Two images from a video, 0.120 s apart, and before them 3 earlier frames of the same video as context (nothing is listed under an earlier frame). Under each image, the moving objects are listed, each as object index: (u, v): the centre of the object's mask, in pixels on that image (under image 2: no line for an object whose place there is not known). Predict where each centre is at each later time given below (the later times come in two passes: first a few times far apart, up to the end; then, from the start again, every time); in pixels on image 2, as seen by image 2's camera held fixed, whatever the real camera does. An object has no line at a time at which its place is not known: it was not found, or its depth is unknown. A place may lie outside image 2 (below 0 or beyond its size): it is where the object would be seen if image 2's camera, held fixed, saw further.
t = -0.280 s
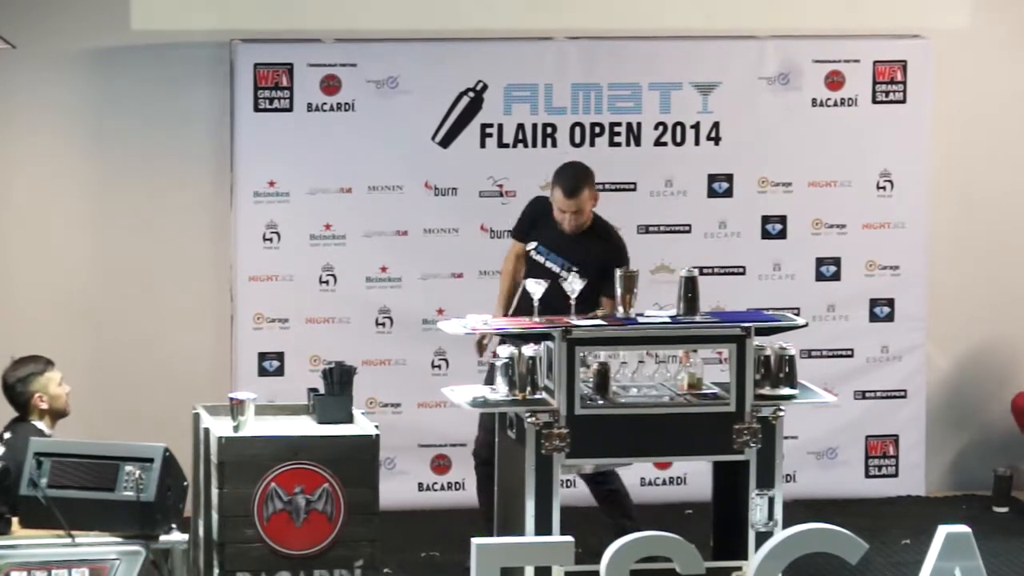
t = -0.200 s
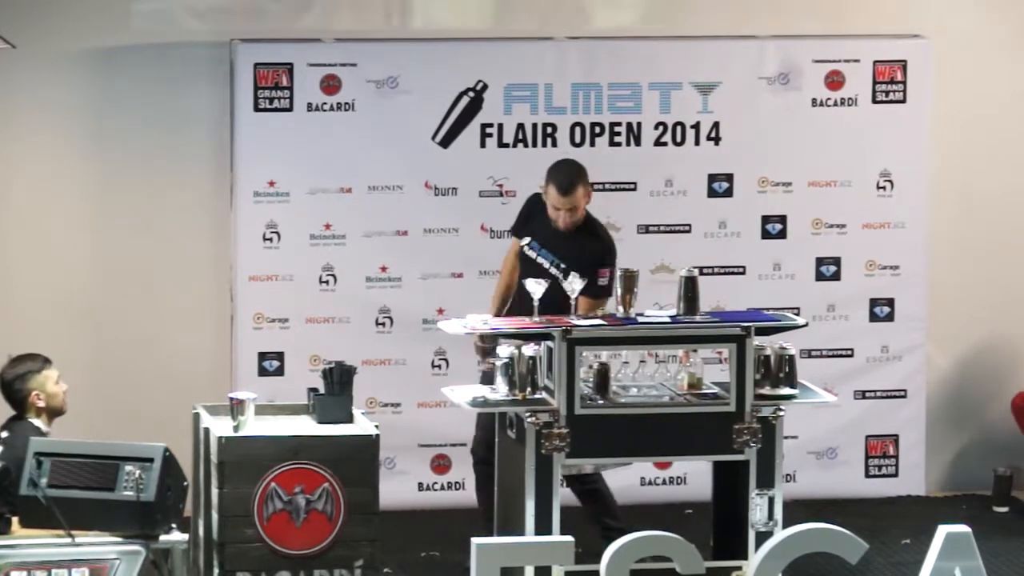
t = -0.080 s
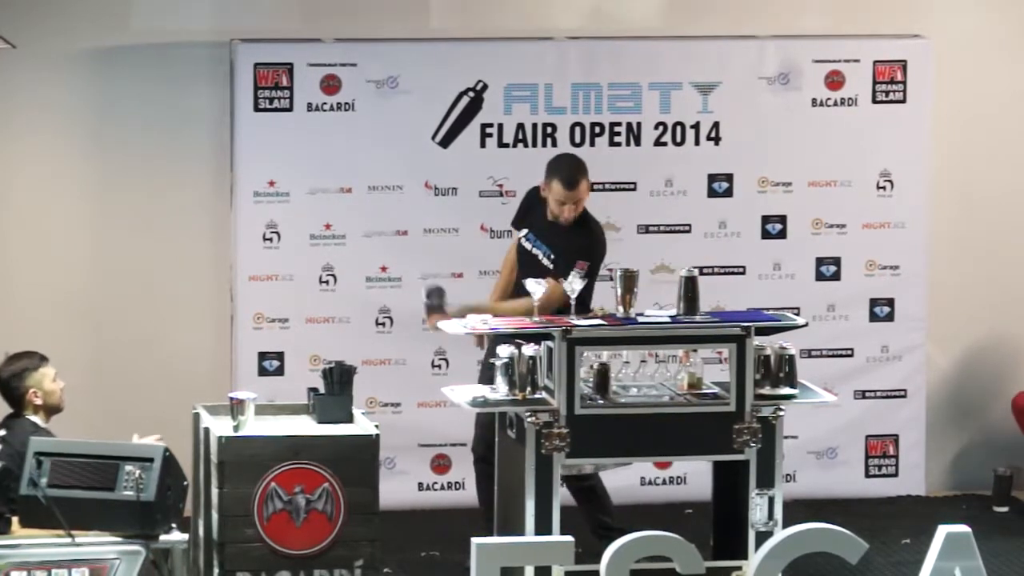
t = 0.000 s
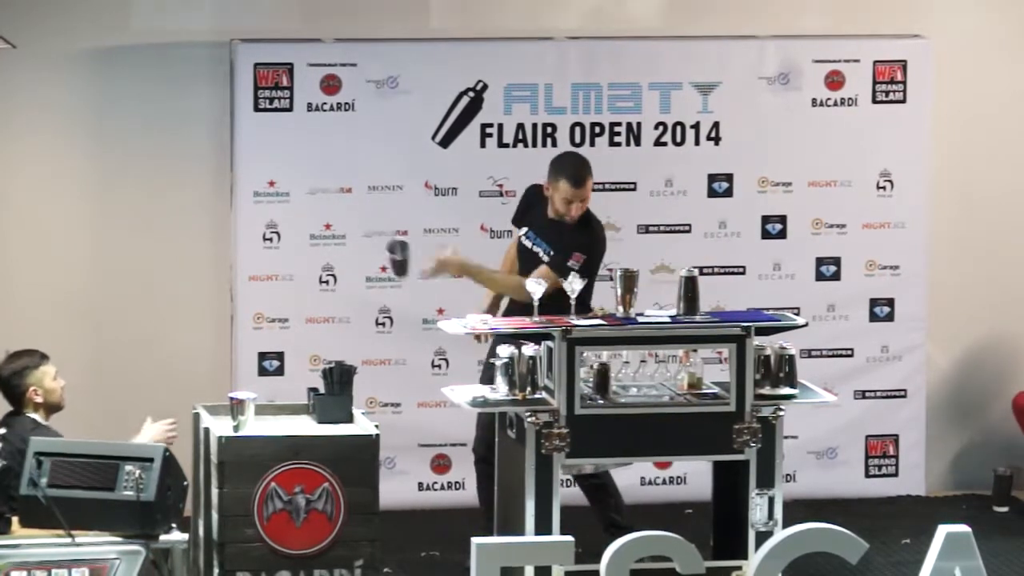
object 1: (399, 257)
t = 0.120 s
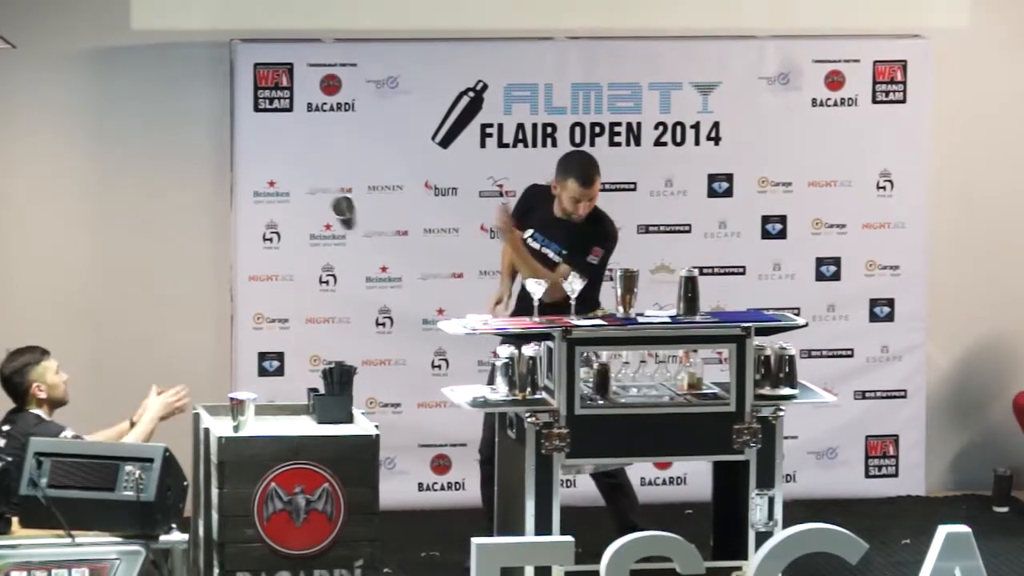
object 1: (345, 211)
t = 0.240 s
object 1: (290, 202)
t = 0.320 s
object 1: (253, 218)
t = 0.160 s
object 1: (326, 203)
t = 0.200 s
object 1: (308, 200)
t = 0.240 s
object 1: (290, 202)
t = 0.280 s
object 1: (272, 208)
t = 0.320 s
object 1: (253, 218)
